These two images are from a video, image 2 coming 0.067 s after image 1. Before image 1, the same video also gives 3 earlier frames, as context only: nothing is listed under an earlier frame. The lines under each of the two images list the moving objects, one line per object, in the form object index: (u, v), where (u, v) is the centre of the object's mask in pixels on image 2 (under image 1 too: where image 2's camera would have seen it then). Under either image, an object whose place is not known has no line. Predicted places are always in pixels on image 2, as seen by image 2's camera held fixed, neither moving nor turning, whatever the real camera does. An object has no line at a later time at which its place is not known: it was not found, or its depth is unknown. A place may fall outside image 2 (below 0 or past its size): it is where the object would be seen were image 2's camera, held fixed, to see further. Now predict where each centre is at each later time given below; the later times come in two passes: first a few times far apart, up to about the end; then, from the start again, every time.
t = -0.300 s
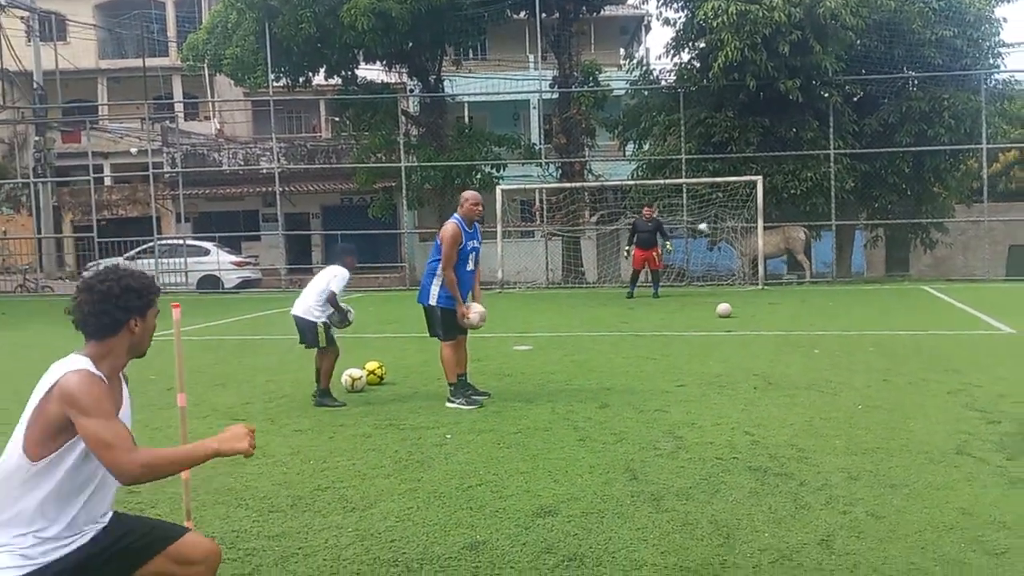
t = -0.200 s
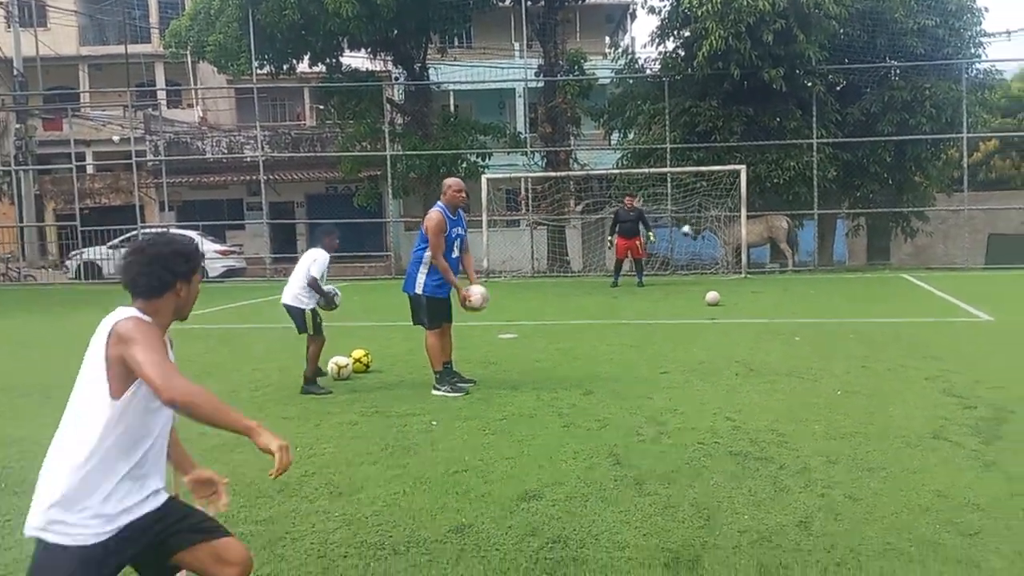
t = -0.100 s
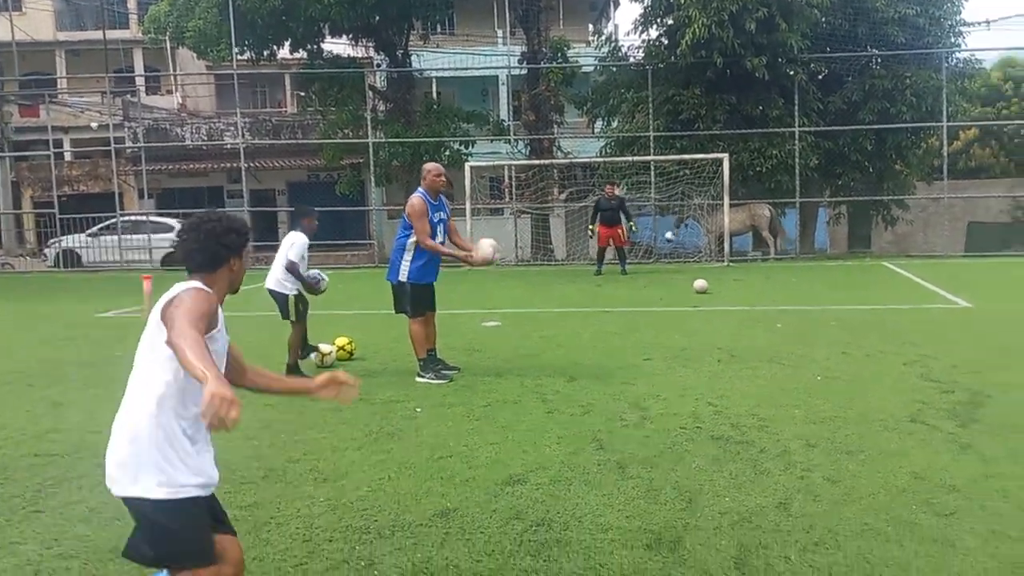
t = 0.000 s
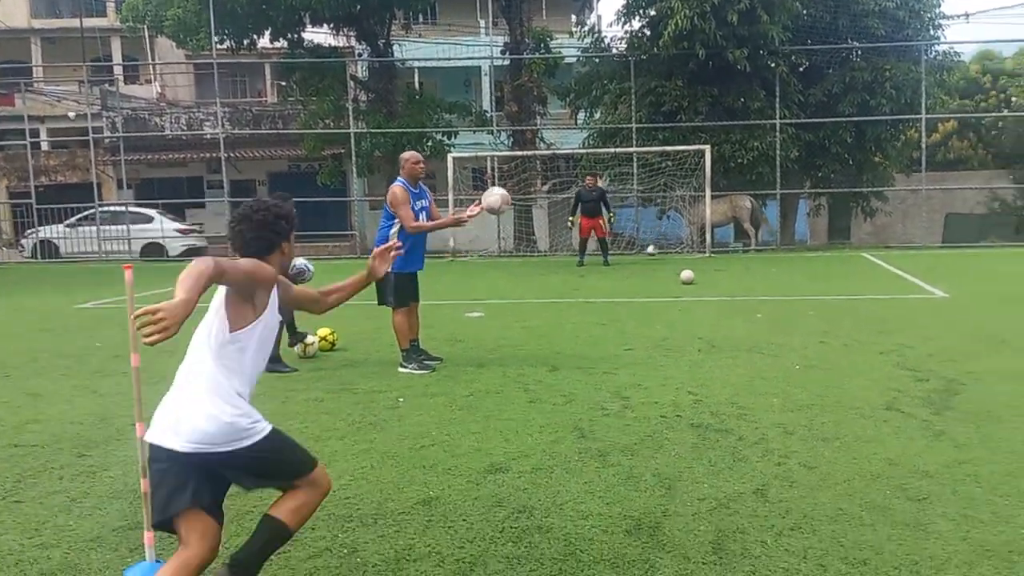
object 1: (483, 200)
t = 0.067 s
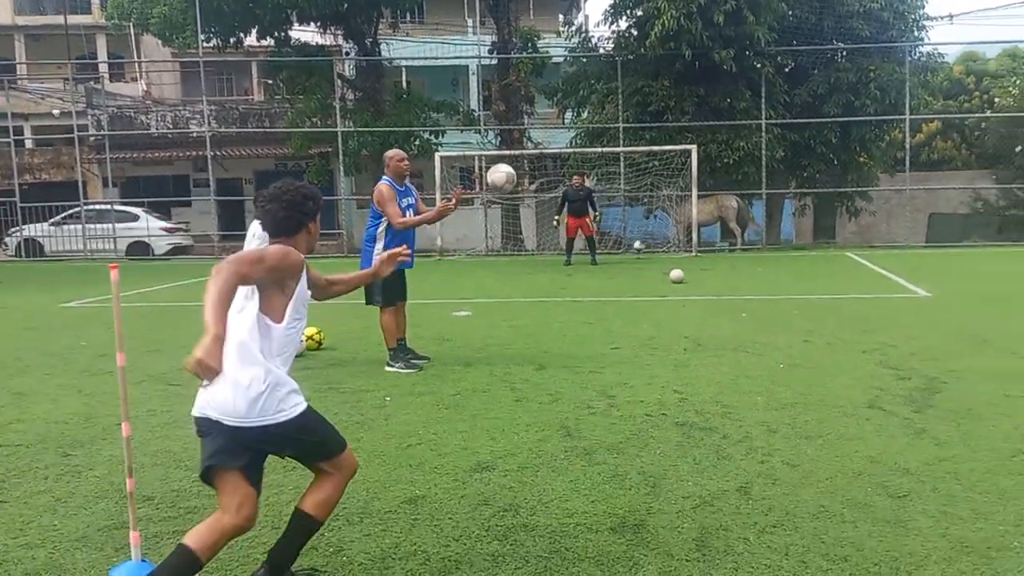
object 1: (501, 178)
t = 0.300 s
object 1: (570, 140)
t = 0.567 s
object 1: (653, 189)
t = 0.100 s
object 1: (511, 167)
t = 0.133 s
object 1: (520, 160)
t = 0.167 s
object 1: (530, 154)
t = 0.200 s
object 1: (540, 149)
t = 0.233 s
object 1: (549, 144)
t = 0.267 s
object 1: (559, 142)
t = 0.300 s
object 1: (570, 140)
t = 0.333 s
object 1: (580, 141)
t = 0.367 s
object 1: (590, 143)
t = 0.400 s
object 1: (600, 147)
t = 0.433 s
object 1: (610, 152)
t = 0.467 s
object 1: (621, 158)
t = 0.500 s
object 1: (631, 166)
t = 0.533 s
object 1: (642, 177)
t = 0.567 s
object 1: (653, 189)
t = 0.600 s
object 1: (664, 202)
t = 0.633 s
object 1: (675, 217)
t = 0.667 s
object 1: (686, 234)
